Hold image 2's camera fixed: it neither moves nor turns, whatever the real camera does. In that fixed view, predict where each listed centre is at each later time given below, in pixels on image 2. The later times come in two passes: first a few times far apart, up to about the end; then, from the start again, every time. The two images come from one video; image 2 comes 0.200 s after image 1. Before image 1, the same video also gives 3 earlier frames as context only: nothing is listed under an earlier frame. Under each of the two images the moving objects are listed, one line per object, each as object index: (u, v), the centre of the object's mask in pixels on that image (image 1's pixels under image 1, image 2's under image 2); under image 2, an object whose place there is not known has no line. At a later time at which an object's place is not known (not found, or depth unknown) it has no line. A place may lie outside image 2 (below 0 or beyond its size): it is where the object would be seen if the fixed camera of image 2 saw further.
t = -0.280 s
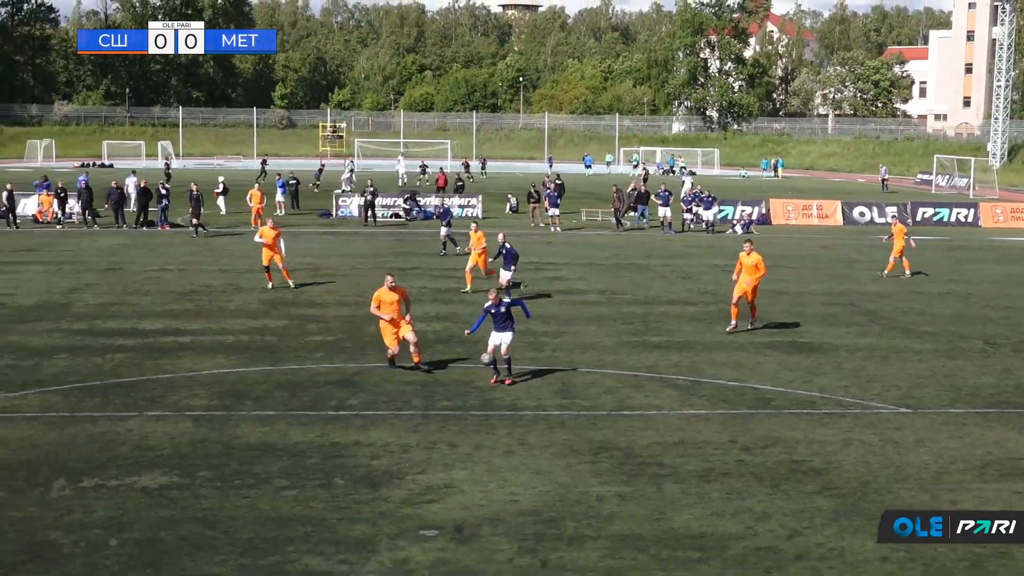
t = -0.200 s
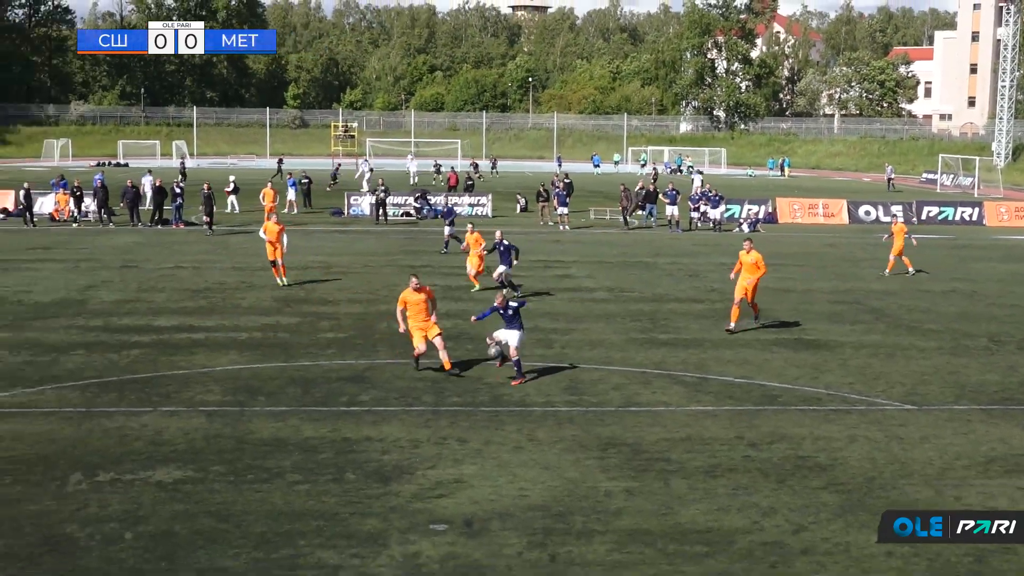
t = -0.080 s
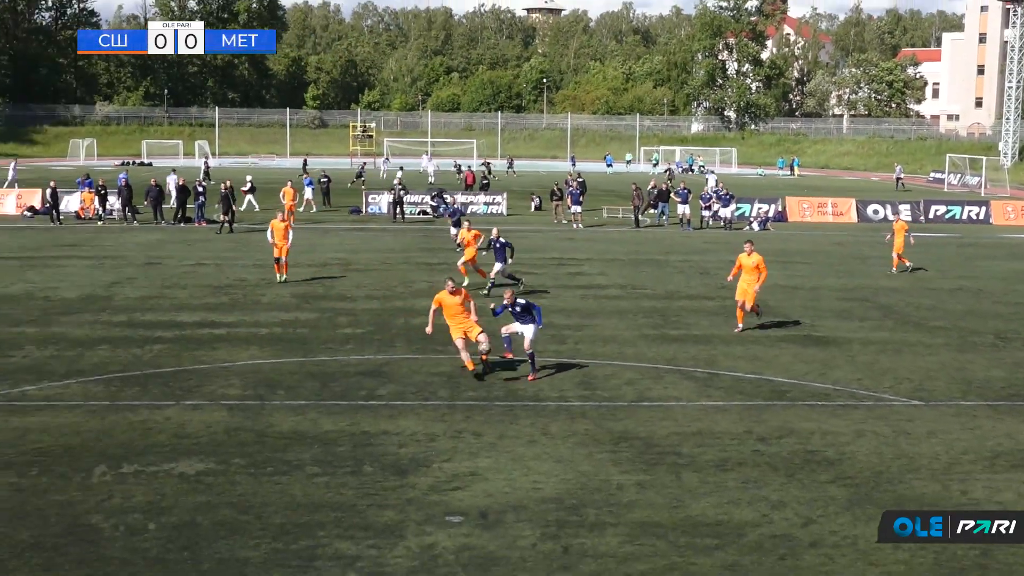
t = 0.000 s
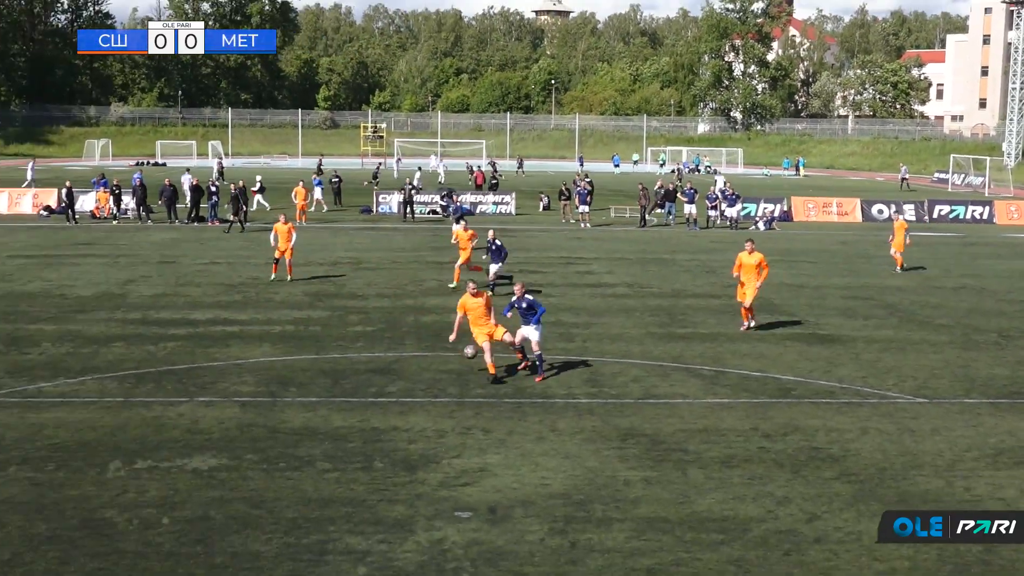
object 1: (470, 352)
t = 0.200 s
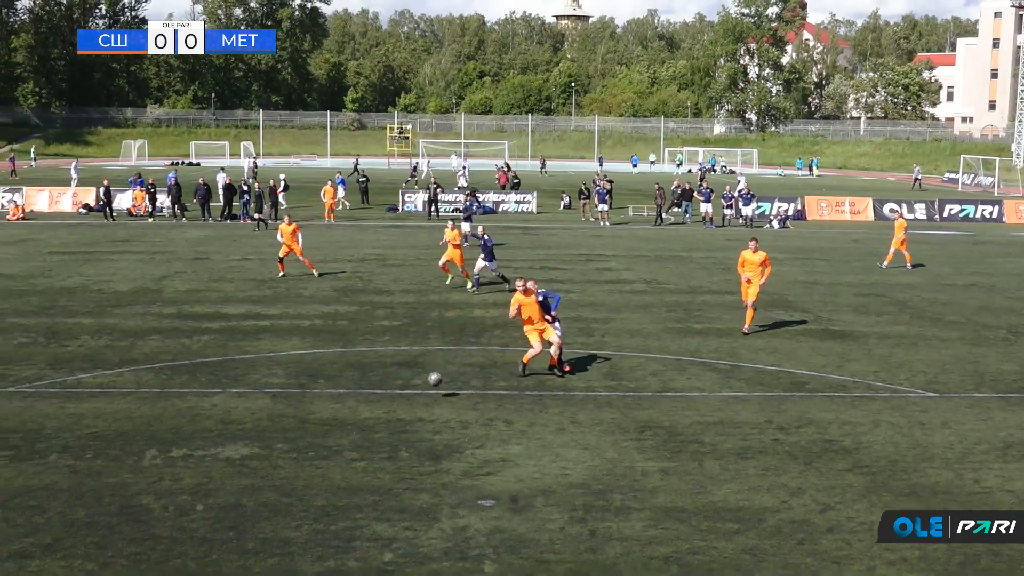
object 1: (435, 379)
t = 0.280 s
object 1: (412, 396)
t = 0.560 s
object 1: (357, 387)
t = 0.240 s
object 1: (423, 389)
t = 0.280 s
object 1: (412, 396)
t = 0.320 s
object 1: (404, 392)
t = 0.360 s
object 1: (396, 388)
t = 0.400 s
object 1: (389, 386)
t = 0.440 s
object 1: (381, 384)
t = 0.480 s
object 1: (373, 384)
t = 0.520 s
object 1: (365, 385)
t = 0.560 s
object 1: (357, 387)
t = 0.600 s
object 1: (349, 390)
